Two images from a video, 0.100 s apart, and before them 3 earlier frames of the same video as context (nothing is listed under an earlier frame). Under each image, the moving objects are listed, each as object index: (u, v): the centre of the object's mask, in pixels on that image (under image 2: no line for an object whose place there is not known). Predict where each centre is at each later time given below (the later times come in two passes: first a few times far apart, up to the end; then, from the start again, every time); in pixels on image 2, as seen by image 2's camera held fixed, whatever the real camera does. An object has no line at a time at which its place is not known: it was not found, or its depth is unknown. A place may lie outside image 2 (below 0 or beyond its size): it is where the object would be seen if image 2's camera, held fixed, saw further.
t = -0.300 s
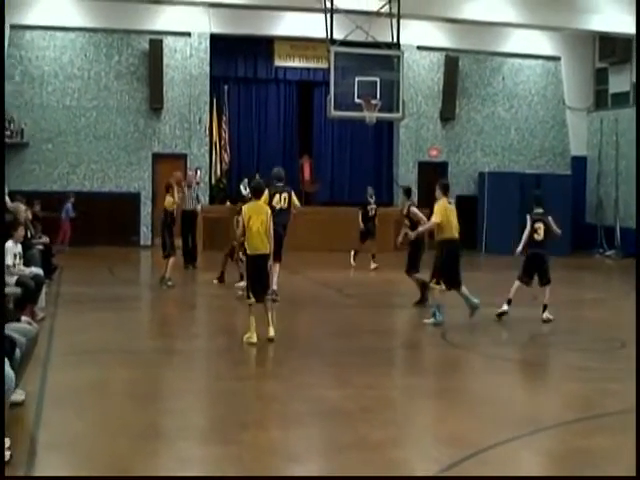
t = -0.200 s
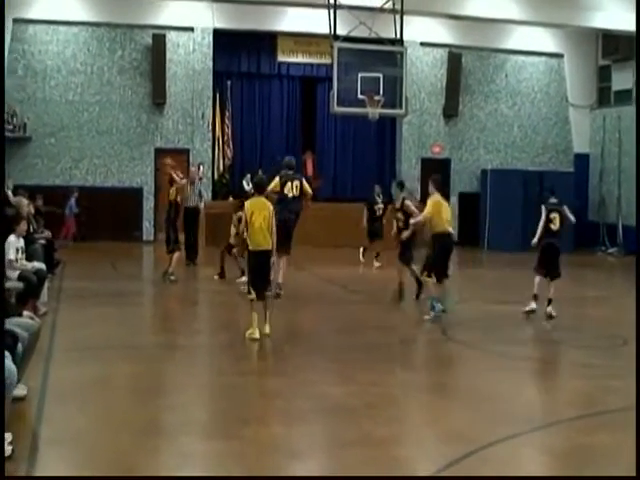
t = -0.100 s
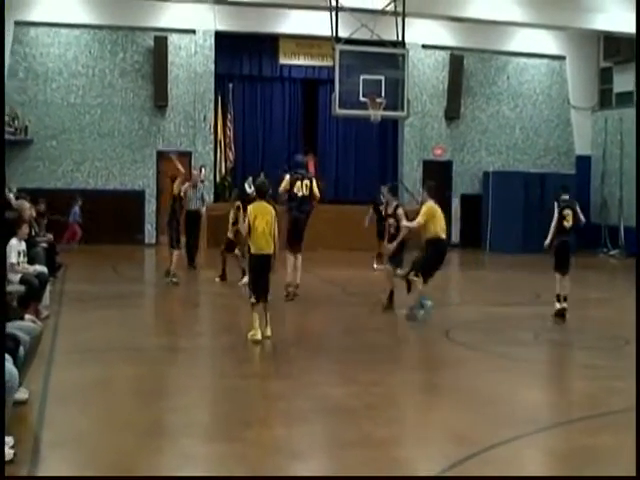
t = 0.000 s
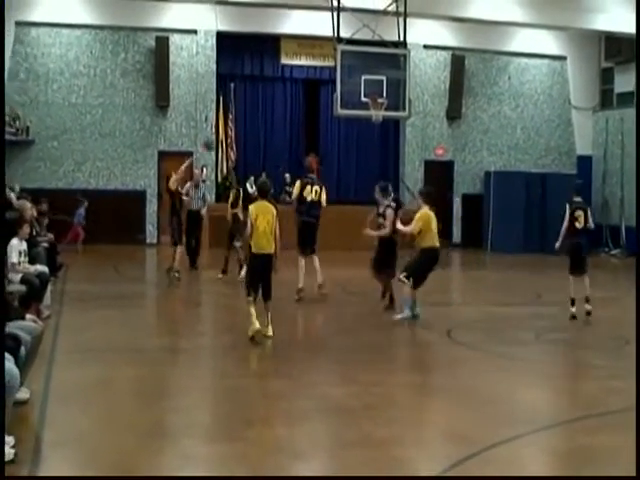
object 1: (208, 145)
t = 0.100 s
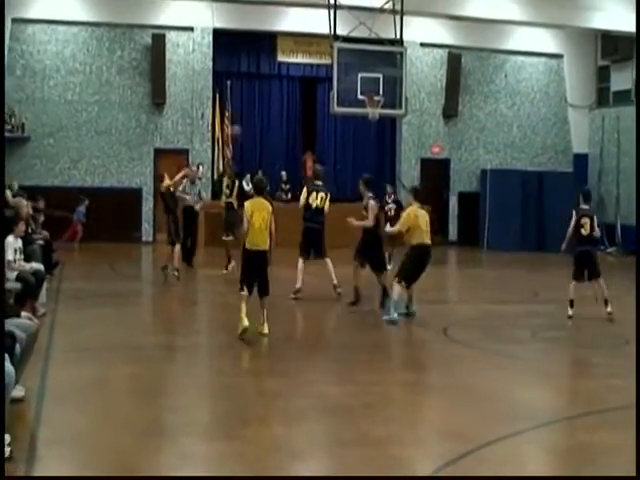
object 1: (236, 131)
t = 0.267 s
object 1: (273, 120)
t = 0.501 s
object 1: (322, 133)
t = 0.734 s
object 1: (368, 180)
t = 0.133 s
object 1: (242, 128)
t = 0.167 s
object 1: (251, 124)
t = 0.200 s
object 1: (257, 122)
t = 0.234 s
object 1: (265, 120)
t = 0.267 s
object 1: (273, 120)
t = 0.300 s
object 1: (280, 121)
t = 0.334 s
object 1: (287, 121)
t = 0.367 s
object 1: (295, 122)
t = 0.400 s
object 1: (302, 125)
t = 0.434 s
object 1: (308, 127)
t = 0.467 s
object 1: (315, 130)
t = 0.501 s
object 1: (322, 133)
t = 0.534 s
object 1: (328, 138)
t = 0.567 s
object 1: (335, 143)
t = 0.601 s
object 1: (342, 149)
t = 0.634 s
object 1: (349, 156)
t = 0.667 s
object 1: (356, 164)
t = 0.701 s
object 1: (362, 171)
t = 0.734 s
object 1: (368, 180)
